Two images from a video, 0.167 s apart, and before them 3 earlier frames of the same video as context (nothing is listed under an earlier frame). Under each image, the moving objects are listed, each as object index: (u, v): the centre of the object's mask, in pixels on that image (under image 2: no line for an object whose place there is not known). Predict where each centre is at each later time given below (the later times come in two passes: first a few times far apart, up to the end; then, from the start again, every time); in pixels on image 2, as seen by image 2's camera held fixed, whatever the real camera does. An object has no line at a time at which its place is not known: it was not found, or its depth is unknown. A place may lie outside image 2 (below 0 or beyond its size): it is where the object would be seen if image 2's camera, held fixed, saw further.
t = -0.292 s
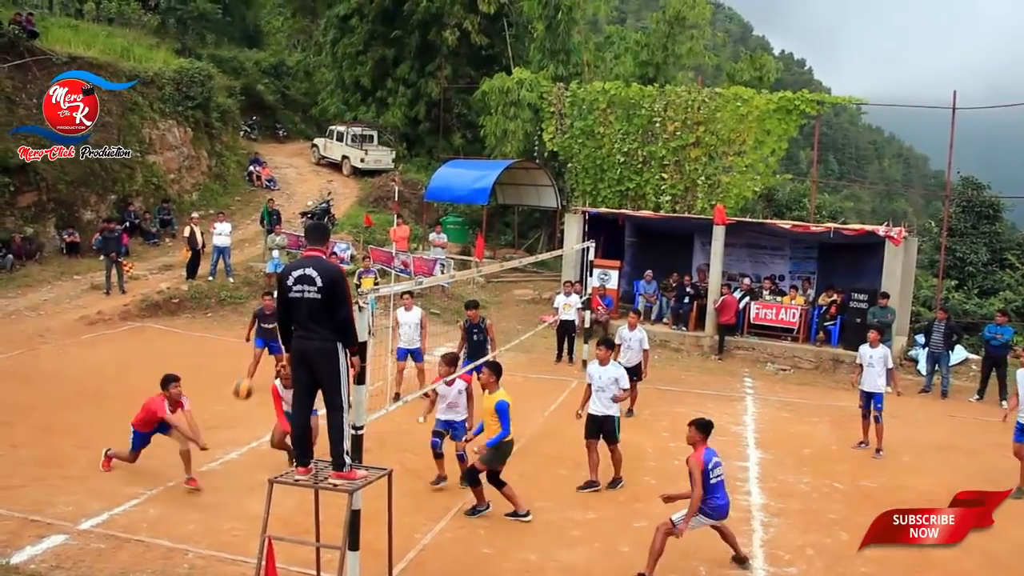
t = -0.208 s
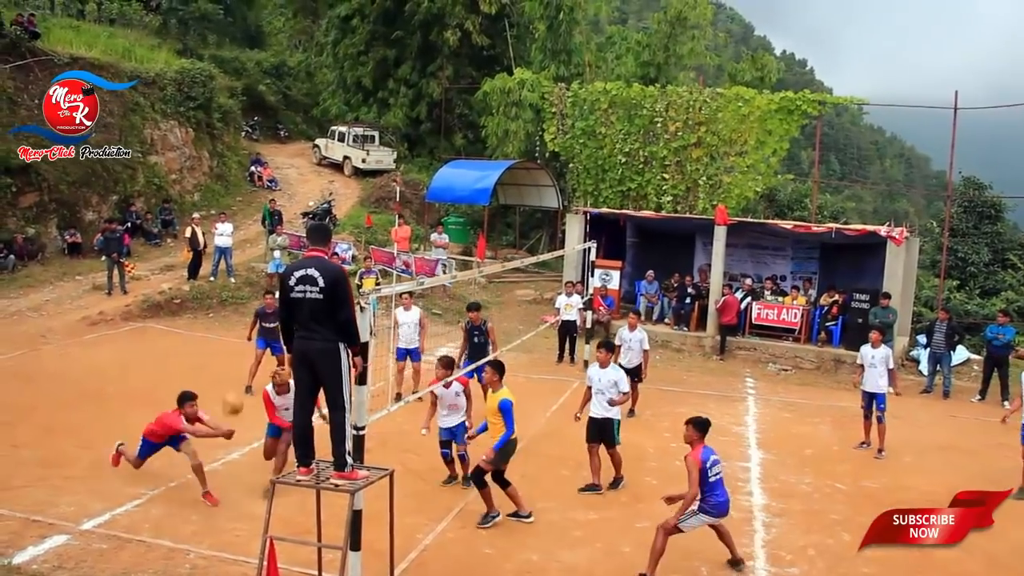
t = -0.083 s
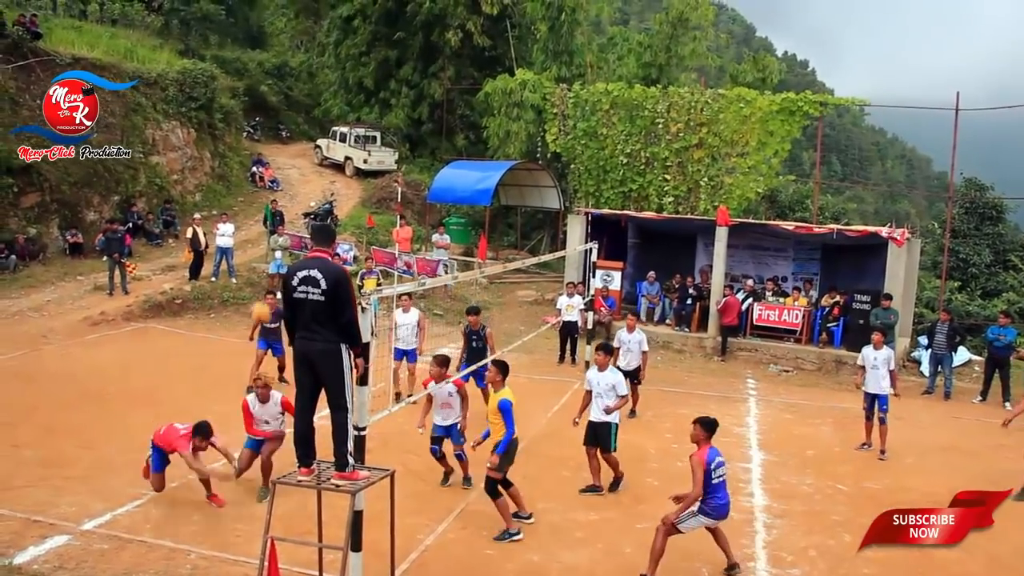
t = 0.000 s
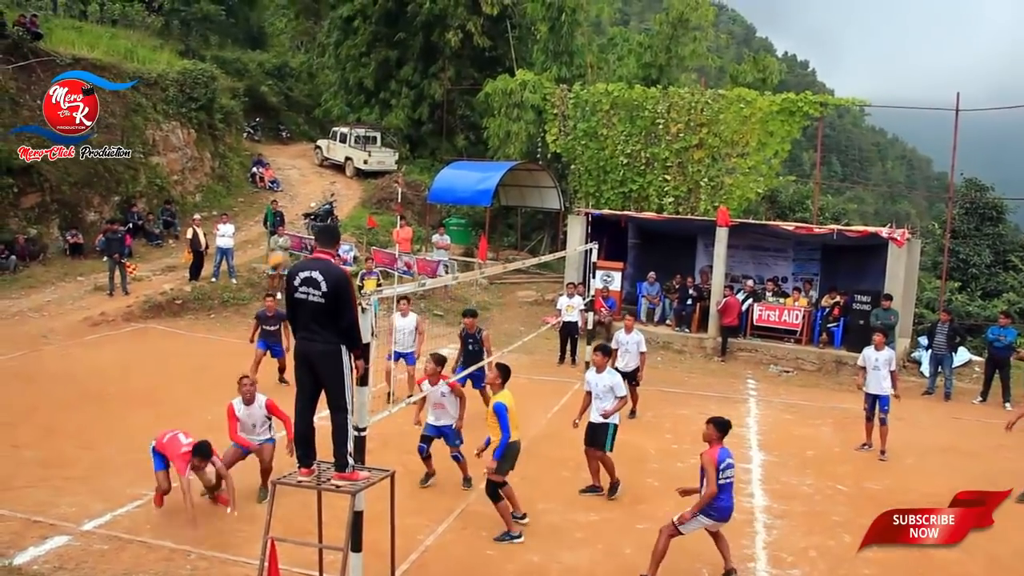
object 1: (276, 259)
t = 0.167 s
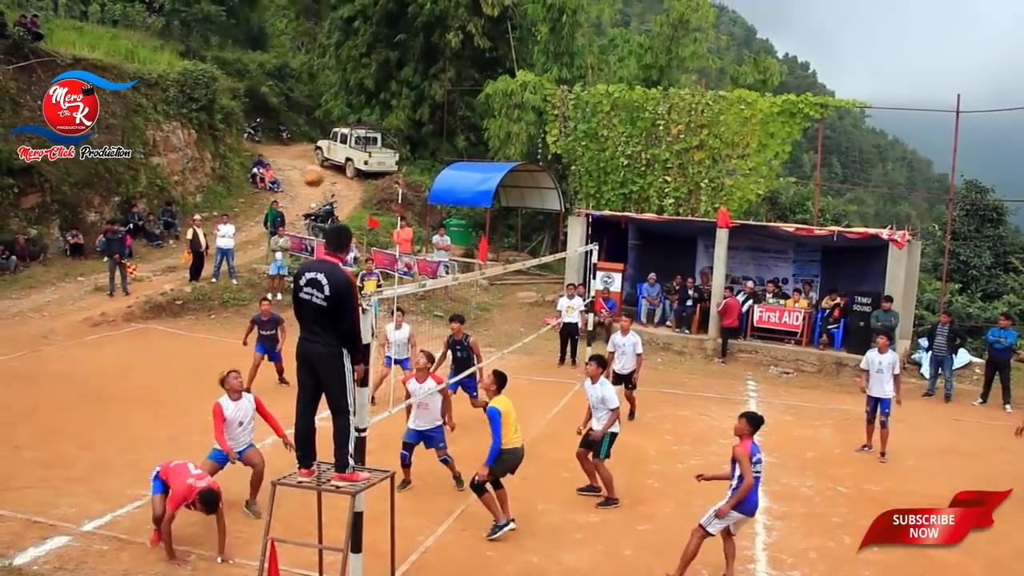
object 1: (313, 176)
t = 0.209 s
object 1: (323, 159)
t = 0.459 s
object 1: (371, 90)
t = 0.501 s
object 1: (378, 85)
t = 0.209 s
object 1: (323, 159)
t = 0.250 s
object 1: (330, 142)
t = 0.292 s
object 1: (339, 129)
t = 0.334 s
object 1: (346, 117)
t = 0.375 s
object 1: (355, 106)
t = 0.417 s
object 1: (363, 97)
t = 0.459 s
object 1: (371, 90)
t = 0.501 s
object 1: (378, 85)
